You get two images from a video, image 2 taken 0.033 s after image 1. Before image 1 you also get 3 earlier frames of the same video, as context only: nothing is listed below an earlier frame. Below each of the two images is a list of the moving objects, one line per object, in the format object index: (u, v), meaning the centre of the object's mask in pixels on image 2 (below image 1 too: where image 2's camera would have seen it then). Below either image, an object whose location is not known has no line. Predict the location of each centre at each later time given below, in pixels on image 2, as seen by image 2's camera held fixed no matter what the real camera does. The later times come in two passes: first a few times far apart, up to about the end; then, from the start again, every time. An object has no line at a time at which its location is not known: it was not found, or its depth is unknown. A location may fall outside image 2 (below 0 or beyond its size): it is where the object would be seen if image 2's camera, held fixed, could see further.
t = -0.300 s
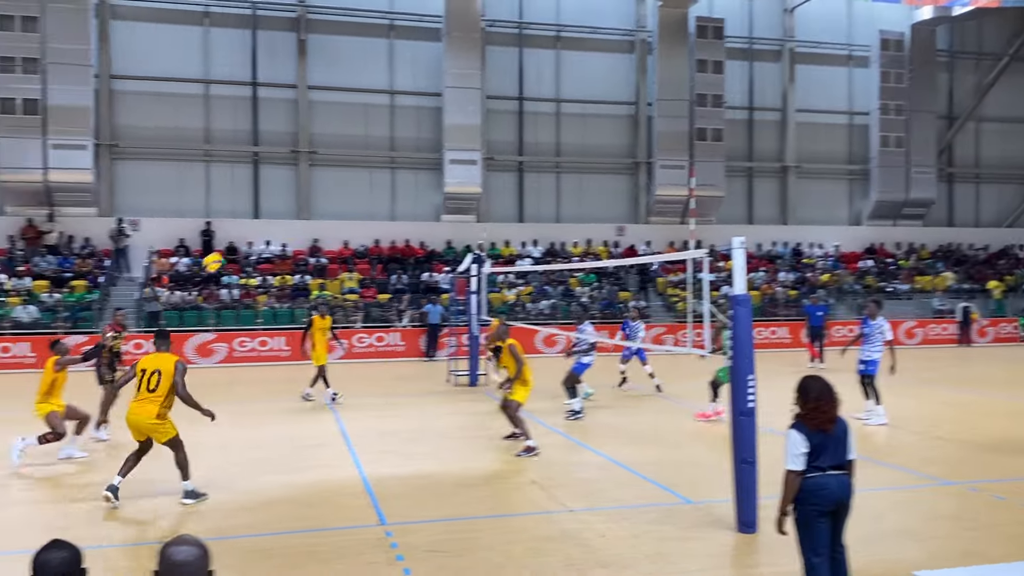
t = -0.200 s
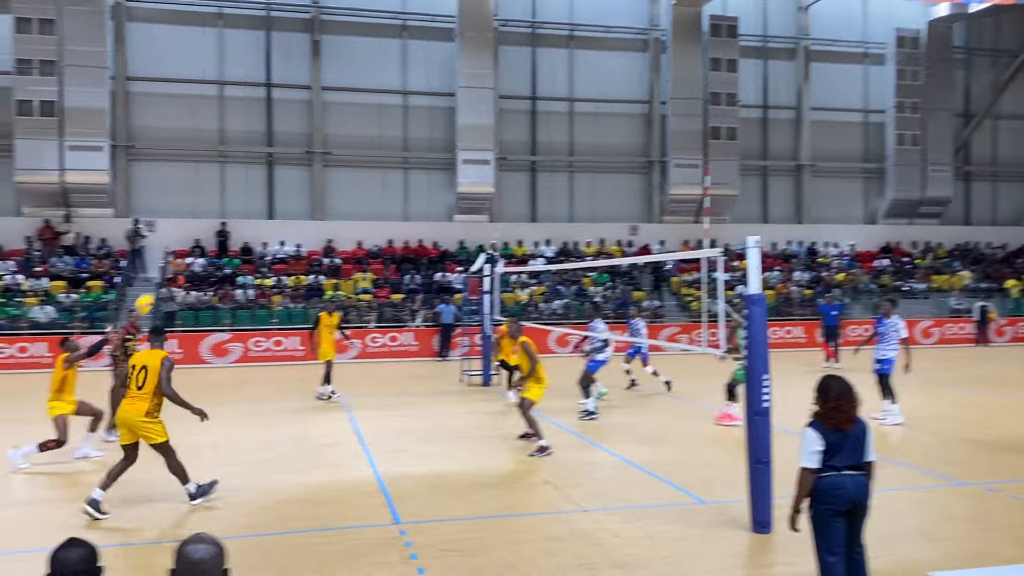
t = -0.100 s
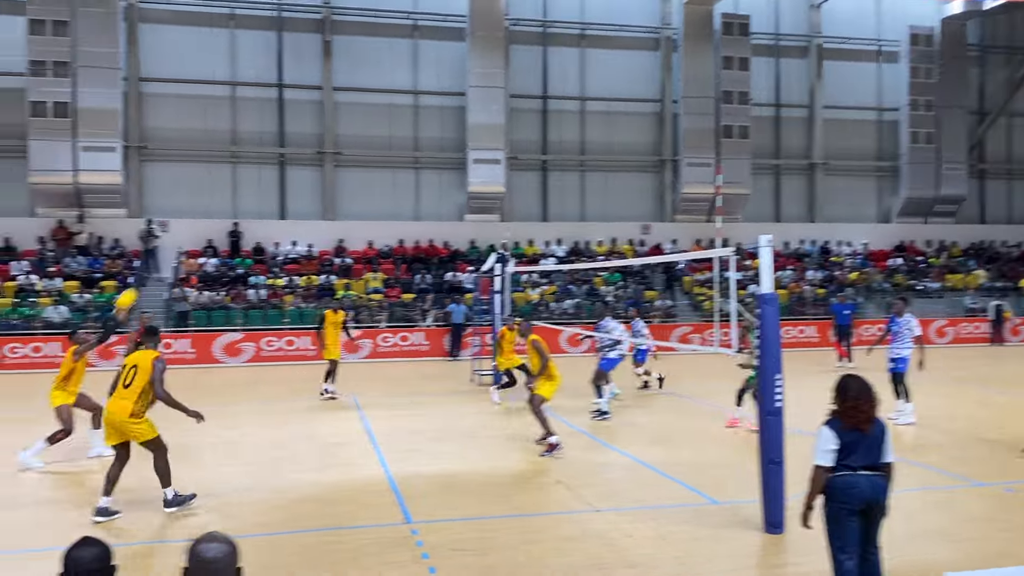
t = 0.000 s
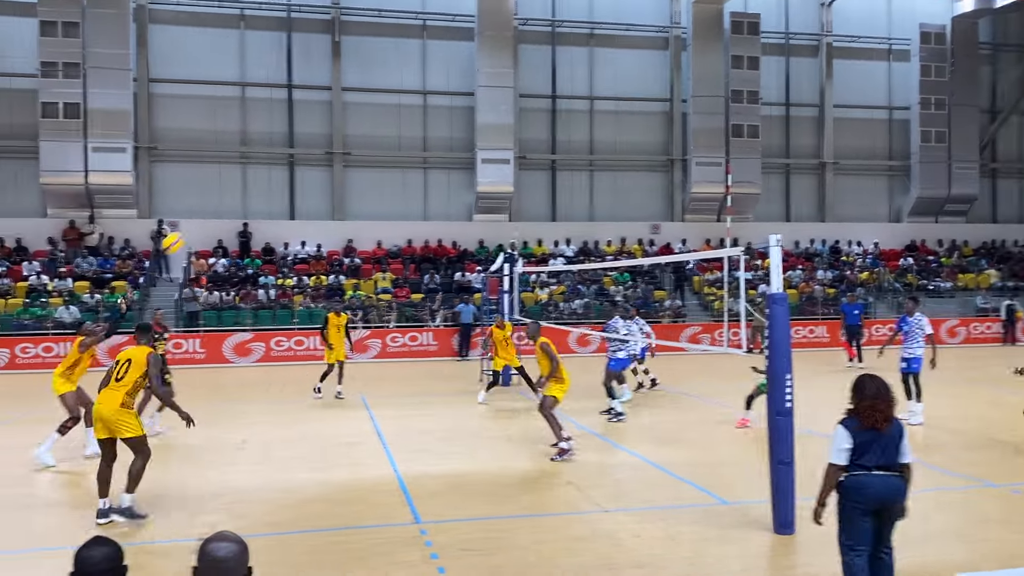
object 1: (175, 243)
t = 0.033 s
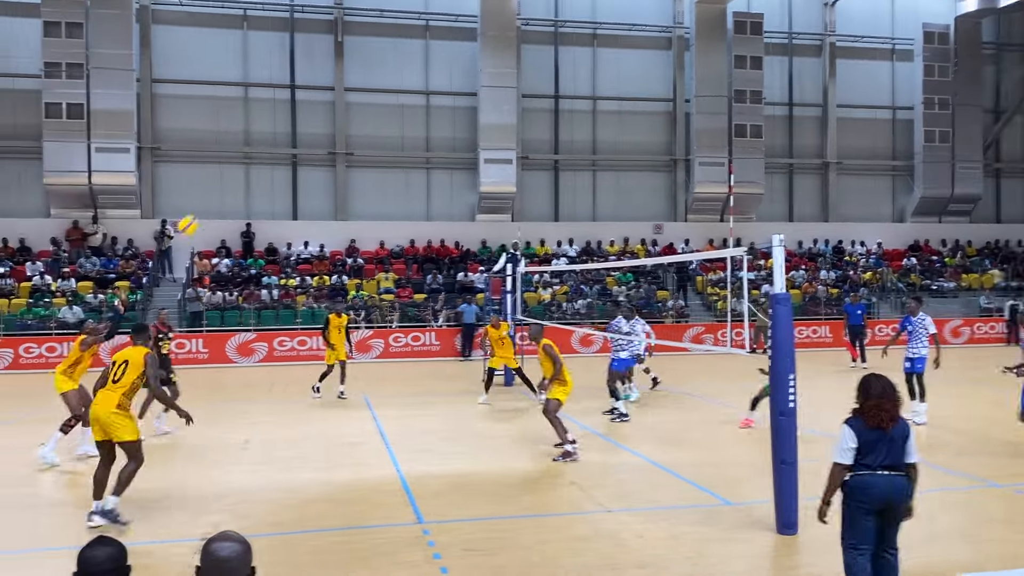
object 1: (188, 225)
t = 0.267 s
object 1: (270, 136)
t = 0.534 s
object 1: (357, 86)
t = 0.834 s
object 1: (449, 94)
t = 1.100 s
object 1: (526, 155)
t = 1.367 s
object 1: (599, 263)
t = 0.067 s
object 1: (201, 209)
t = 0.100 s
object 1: (212, 195)
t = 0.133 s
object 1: (223, 181)
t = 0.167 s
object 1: (235, 168)
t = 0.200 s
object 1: (246, 156)
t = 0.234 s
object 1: (258, 146)
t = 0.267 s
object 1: (270, 136)
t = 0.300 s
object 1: (282, 126)
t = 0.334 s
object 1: (292, 117)
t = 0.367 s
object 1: (303, 110)
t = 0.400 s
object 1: (314, 104)
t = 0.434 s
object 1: (326, 97)
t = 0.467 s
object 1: (336, 91)
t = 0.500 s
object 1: (346, 88)
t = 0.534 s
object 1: (357, 86)
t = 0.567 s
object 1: (368, 83)
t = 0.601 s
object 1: (378, 81)
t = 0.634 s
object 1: (388, 80)
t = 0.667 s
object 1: (399, 80)
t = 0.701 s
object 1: (408, 81)
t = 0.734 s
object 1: (419, 84)
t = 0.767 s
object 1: (429, 86)
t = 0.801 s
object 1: (439, 90)
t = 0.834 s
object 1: (449, 94)
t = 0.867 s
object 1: (459, 99)
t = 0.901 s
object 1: (469, 105)
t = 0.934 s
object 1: (477, 112)
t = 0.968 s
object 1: (488, 119)
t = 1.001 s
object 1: (498, 127)
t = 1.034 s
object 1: (508, 136)
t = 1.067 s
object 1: (517, 145)
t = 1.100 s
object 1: (526, 155)
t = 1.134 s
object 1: (534, 166)
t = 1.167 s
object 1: (544, 178)
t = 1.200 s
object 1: (553, 191)
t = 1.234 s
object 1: (562, 204)
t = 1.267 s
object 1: (571, 218)
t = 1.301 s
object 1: (582, 232)
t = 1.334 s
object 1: (590, 248)
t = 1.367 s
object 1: (599, 263)
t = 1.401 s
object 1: (608, 280)
